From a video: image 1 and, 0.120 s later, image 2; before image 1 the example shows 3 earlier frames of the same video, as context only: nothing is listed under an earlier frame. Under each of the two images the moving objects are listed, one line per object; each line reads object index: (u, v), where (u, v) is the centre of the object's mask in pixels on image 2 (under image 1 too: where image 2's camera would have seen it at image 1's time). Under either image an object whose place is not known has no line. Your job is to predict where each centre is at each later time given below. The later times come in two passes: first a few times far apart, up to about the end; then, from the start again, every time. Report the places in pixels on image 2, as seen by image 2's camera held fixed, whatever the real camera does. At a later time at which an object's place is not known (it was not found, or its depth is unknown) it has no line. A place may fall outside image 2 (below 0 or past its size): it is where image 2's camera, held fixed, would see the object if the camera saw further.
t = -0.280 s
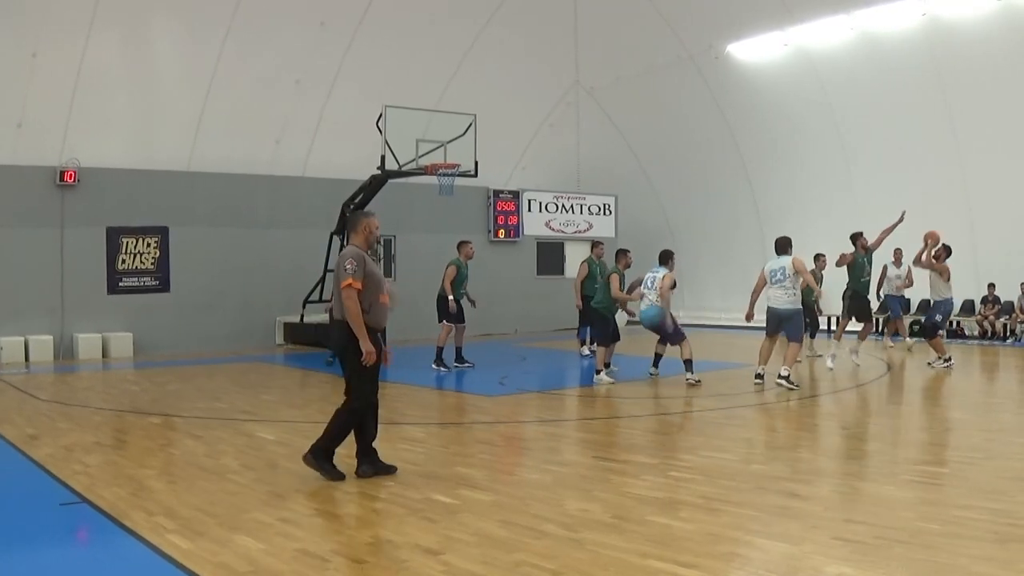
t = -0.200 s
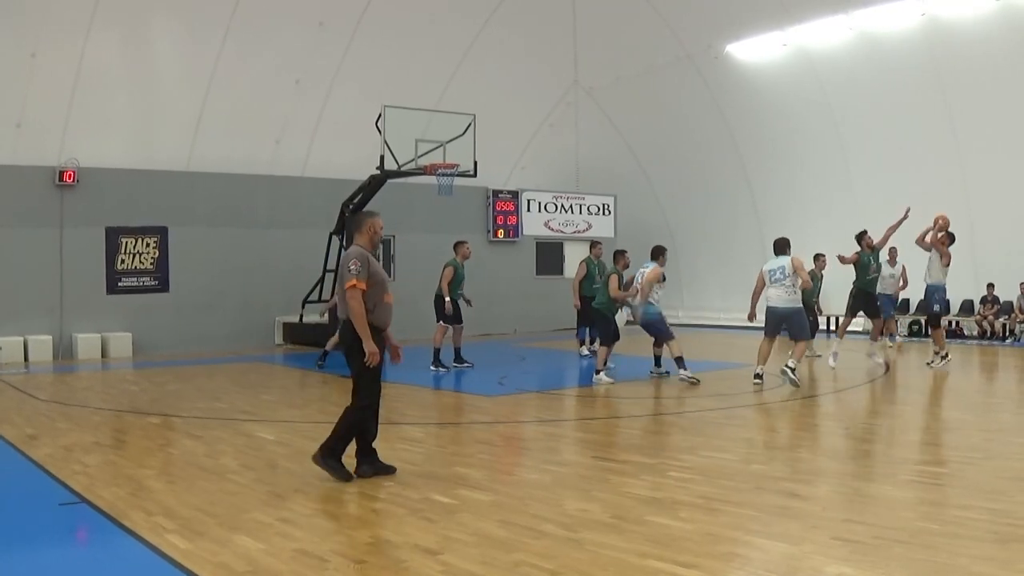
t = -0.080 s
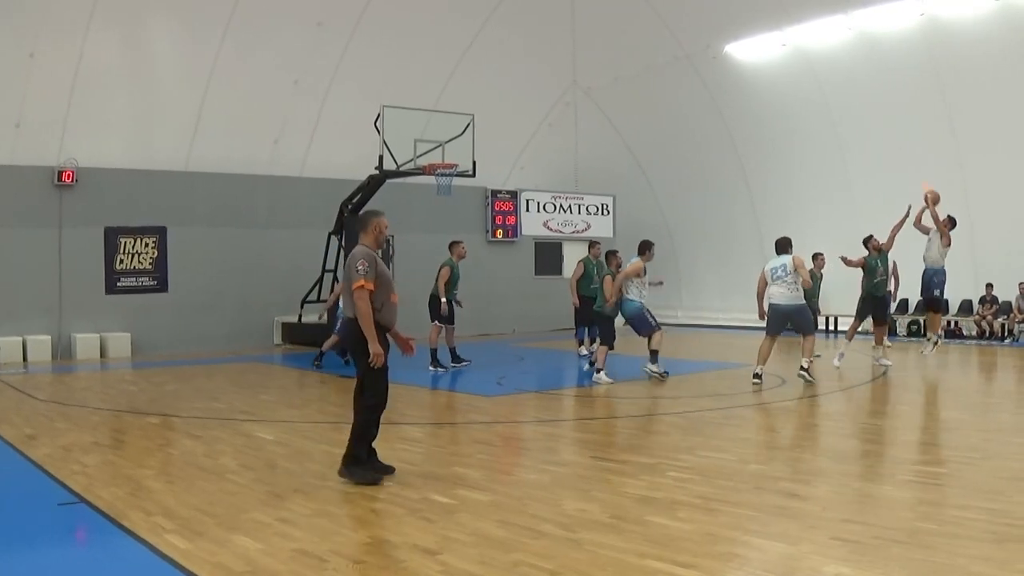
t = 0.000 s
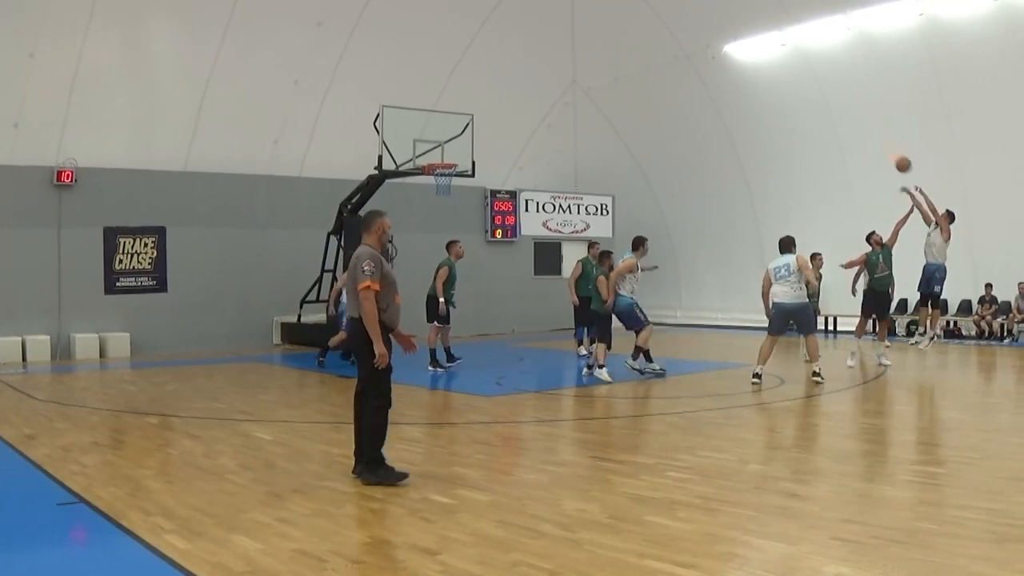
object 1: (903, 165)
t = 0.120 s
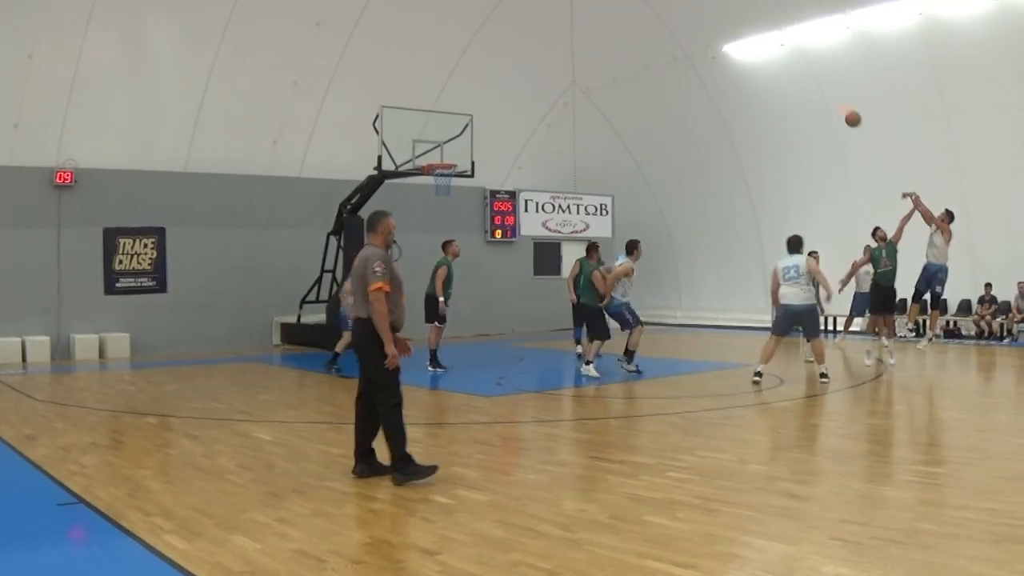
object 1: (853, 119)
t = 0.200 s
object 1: (819, 96)
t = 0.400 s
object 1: (747, 63)
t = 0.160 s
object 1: (836, 107)
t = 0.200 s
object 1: (819, 96)
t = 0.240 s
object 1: (802, 88)
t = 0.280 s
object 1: (786, 80)
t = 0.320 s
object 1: (772, 73)
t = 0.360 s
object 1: (759, 68)
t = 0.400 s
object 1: (747, 63)
